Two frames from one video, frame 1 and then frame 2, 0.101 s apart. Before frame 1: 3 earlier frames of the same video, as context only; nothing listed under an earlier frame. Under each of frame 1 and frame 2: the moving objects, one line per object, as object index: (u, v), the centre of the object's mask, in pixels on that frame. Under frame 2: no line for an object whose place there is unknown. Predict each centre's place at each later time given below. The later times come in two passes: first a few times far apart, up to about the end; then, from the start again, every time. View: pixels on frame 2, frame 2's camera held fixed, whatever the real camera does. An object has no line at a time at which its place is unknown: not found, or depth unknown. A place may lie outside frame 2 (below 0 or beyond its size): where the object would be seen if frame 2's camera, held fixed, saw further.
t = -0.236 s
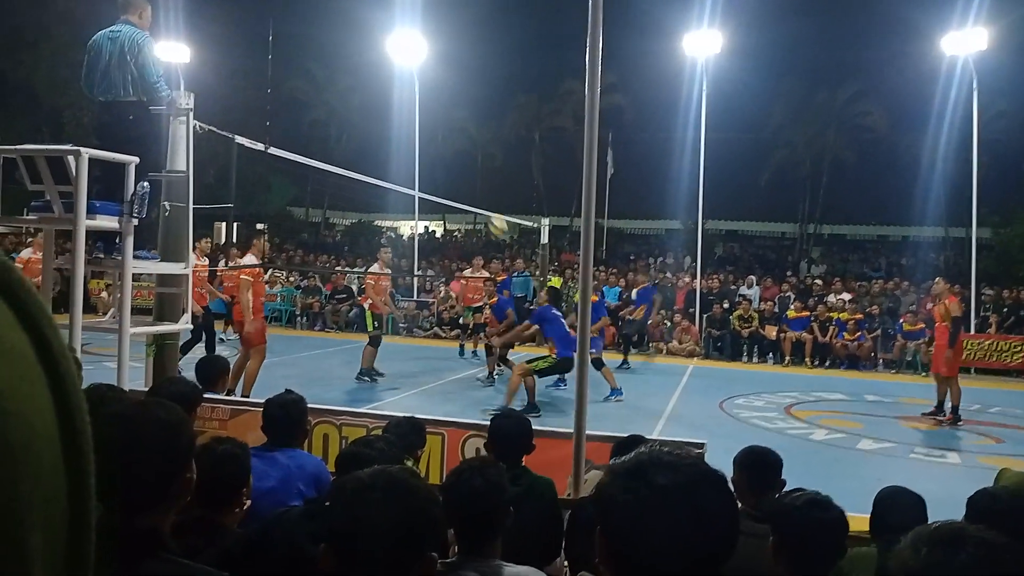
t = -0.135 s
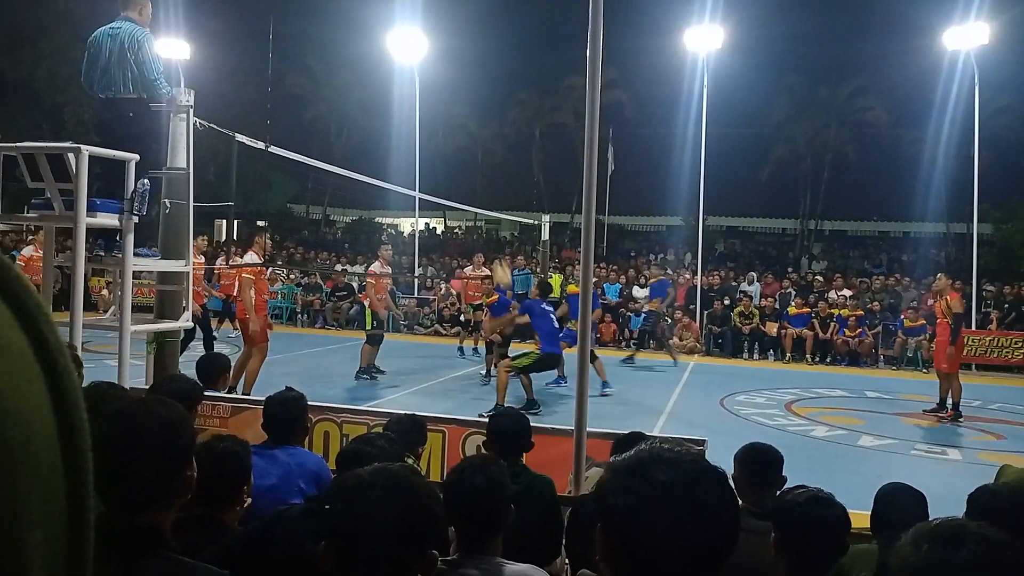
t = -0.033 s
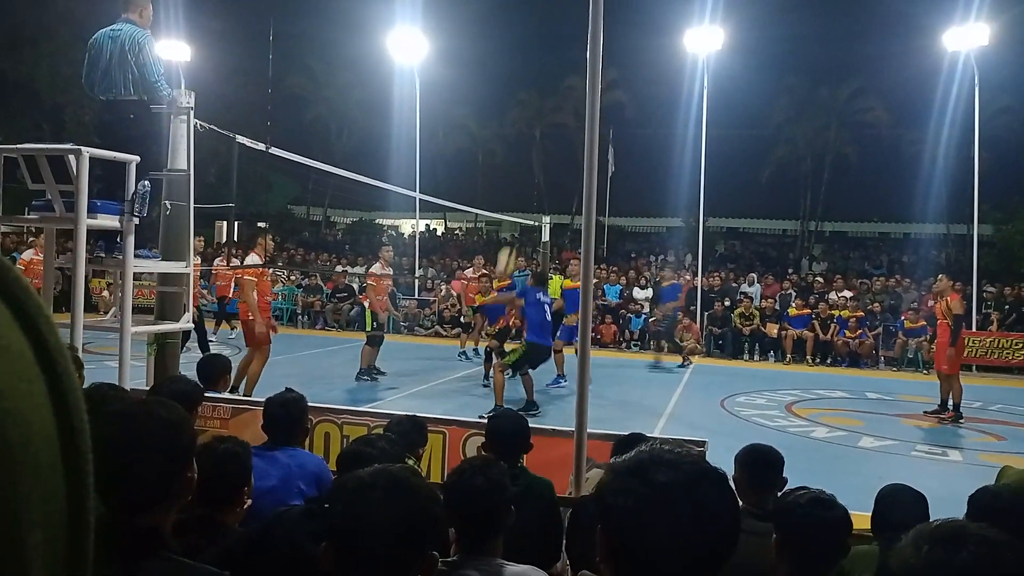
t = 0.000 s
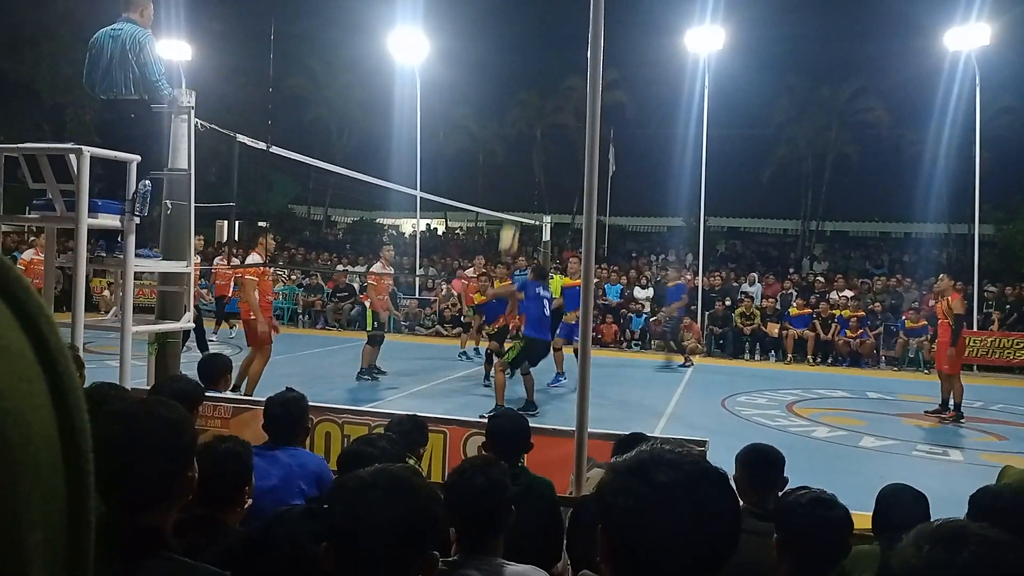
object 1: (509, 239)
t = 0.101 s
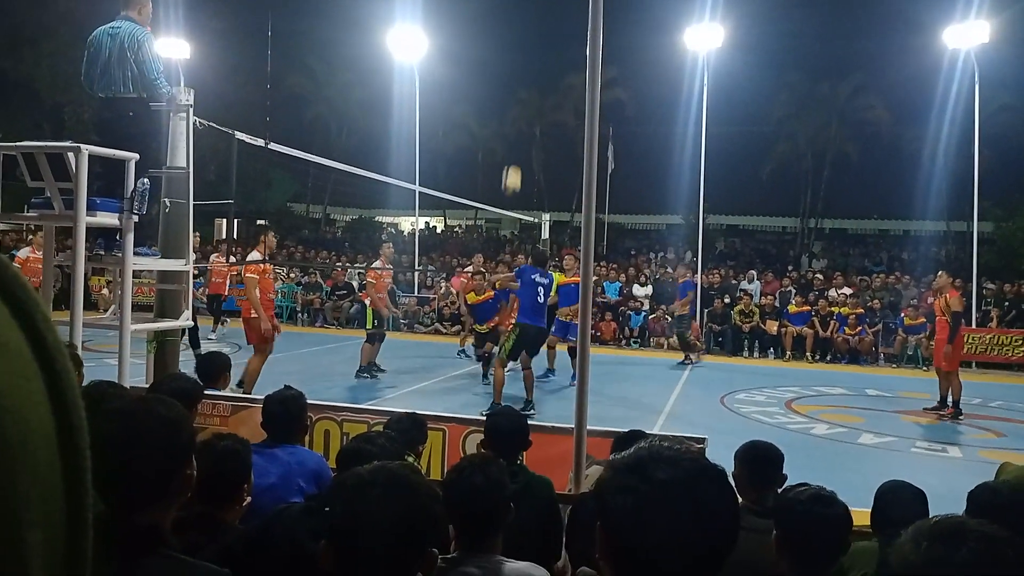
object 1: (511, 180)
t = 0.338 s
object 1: (518, 84)
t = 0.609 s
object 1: (522, 39)
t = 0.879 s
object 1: (524, 56)
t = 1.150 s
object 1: (522, 131)
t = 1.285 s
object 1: (519, 185)
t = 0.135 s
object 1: (513, 163)
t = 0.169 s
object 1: (514, 147)
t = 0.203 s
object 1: (515, 133)
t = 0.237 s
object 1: (516, 119)
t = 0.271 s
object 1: (516, 106)
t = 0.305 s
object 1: (517, 94)
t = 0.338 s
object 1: (518, 84)
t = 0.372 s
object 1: (519, 74)
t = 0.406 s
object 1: (520, 66)
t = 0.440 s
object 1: (520, 59)
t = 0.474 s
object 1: (521, 53)
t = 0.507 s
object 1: (521, 48)
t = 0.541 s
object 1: (522, 43)
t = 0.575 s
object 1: (522, 41)
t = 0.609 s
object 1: (522, 39)
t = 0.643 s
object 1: (522, 38)
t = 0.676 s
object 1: (523, 38)
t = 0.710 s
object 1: (523, 39)
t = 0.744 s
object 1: (524, 40)
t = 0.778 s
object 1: (524, 42)
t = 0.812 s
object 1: (523, 47)
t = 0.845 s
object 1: (524, 51)
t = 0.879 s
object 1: (524, 56)
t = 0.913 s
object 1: (523, 63)
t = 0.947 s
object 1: (523, 70)
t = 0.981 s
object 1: (523, 78)
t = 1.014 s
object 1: (523, 86)
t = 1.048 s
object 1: (523, 97)
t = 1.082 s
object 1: (522, 107)
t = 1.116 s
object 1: (522, 118)
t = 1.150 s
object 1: (522, 131)
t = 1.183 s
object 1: (521, 143)
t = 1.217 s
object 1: (520, 157)
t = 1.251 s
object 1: (520, 171)
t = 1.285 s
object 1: (519, 185)
